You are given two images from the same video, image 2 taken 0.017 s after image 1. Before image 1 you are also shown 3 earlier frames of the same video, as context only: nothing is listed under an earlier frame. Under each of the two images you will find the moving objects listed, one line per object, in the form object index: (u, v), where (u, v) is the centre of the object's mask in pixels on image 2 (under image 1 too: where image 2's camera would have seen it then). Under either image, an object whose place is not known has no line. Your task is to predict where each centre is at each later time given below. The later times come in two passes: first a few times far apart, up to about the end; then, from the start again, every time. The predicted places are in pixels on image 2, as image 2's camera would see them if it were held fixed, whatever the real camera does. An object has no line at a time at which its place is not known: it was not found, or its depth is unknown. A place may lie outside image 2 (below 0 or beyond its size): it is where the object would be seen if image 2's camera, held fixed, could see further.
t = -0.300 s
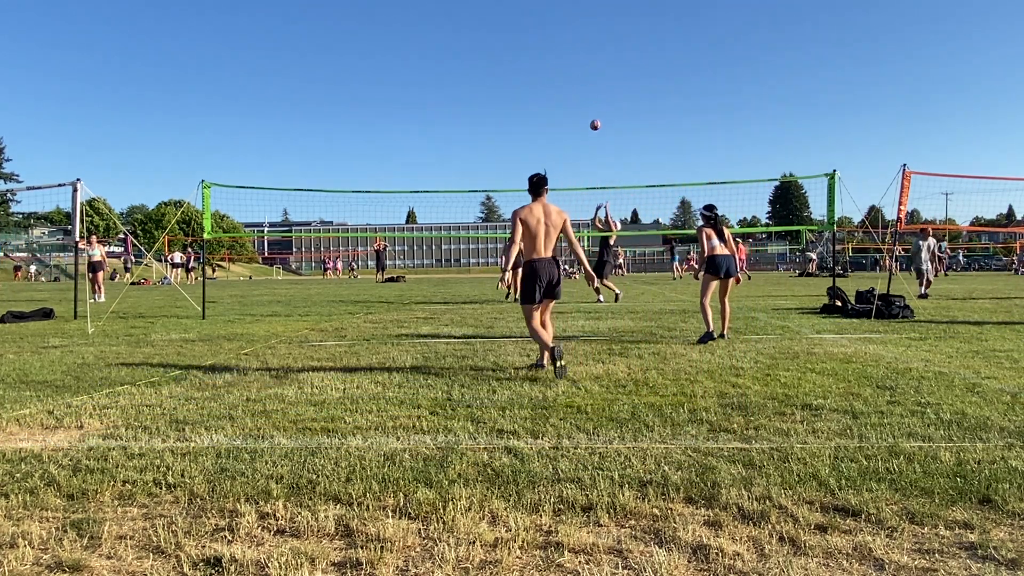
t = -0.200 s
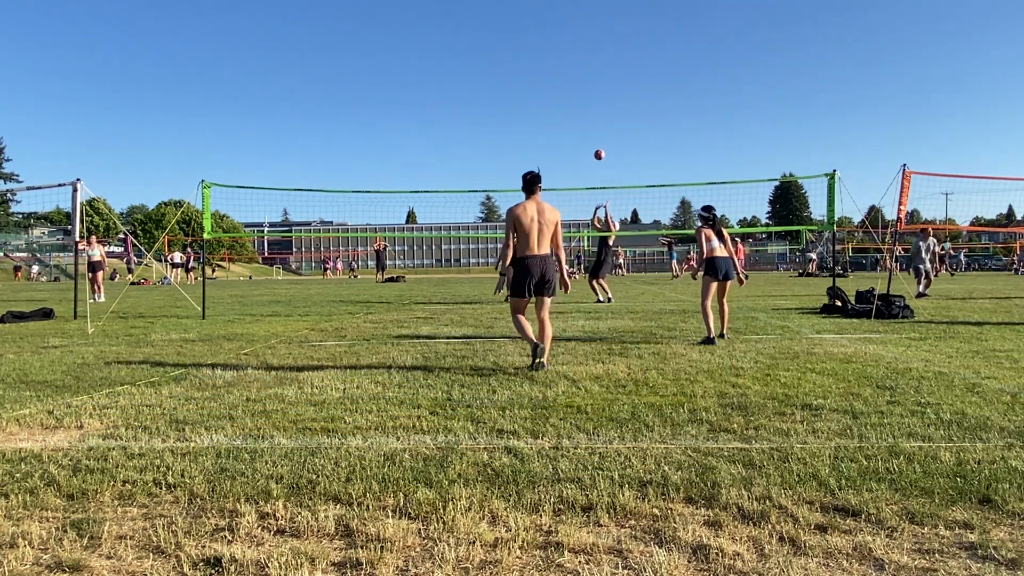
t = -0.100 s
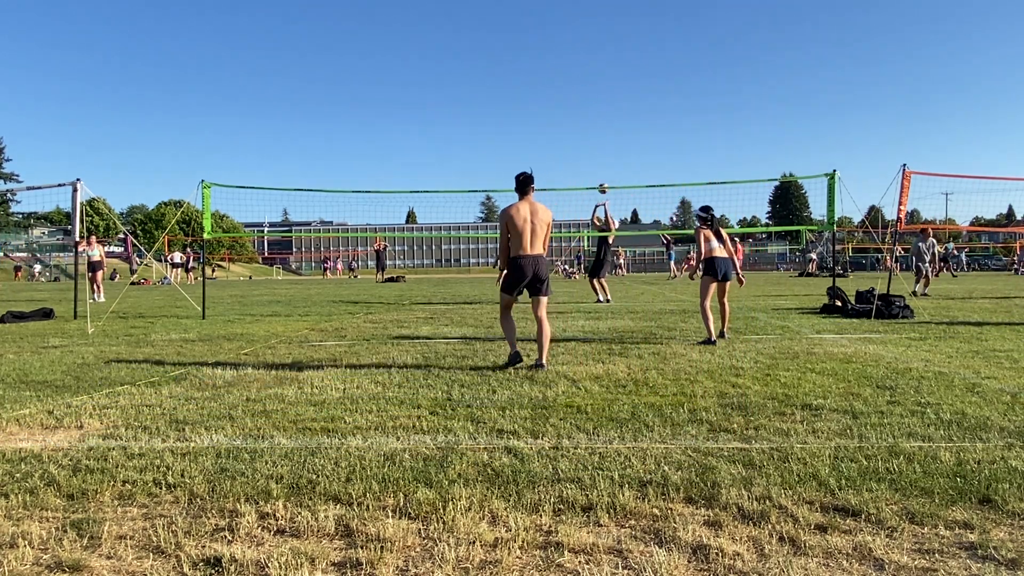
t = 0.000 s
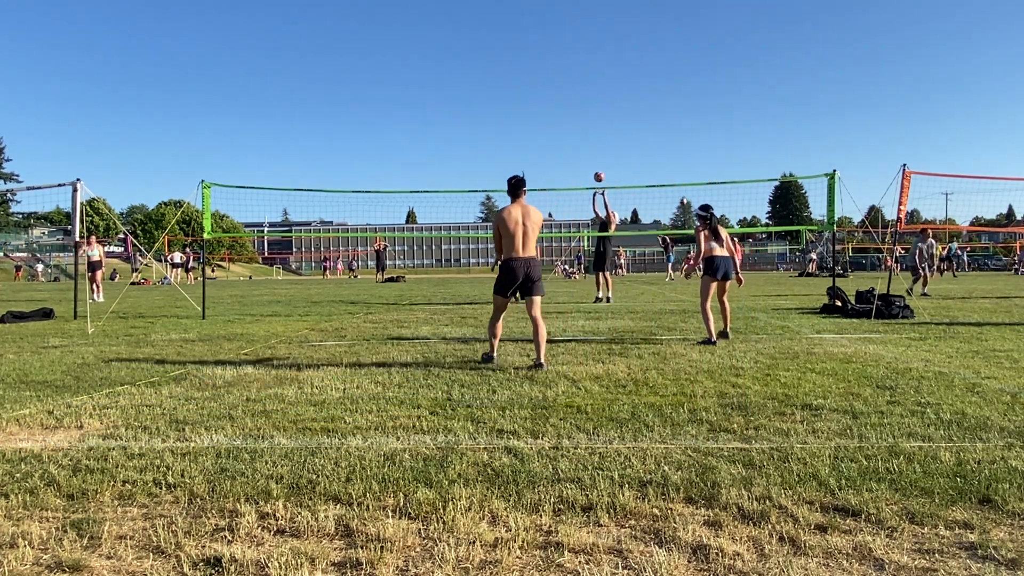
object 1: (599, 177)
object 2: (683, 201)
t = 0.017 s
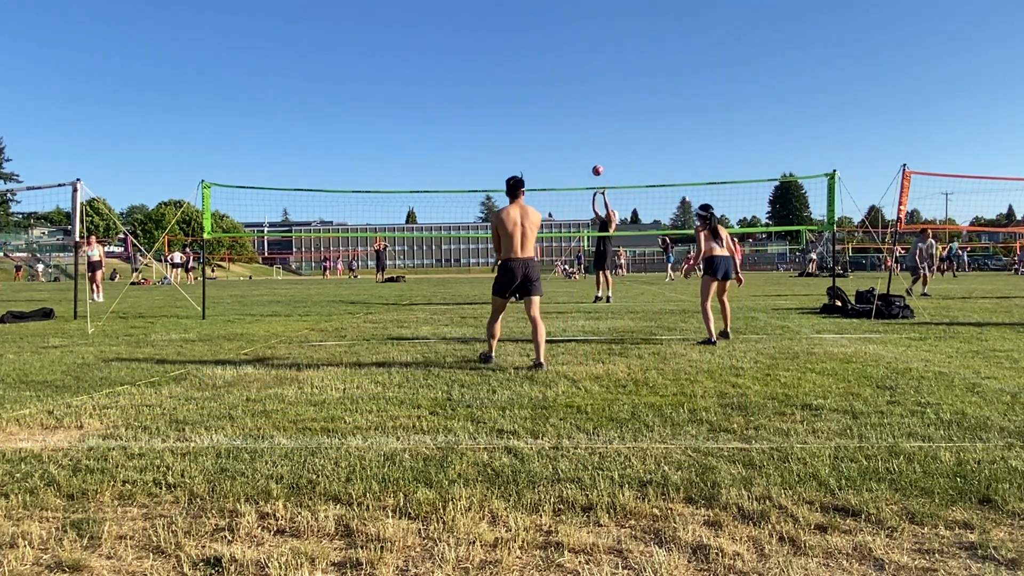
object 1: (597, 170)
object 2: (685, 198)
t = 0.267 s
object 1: (571, 91)
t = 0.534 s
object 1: (542, 40)
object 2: (742, 155)
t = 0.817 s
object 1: (509, 24)
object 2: (778, 169)
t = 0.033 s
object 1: (595, 164)
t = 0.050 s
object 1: (594, 158)
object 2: (687, 194)
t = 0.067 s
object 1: (592, 152)
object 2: (689, 191)
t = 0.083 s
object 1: (591, 147)
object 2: (691, 189)
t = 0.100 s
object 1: (589, 141)
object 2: (694, 187)
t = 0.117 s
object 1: (587, 135)
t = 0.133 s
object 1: (585, 130)
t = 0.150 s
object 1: (584, 125)
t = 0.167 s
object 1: (582, 120)
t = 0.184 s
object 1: (580, 115)
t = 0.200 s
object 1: (578, 110)
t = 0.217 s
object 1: (577, 105)
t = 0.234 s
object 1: (575, 100)
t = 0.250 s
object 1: (573, 96)
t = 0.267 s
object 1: (571, 91)
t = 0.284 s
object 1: (569, 87)
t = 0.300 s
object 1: (568, 83)
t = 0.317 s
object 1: (566, 79)
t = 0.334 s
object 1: (564, 75)
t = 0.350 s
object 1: (562, 71)
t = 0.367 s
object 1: (560, 68)
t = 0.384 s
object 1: (558, 65)
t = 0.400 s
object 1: (557, 61)
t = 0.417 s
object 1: (555, 58)
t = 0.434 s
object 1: (553, 55)
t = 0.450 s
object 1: (551, 52)
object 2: (731, 157)
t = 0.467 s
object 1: (549, 49)
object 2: (734, 157)
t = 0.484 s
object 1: (547, 47)
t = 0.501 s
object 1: (546, 44)
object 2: (738, 156)
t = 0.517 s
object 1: (544, 42)
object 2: (740, 156)
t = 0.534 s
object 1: (542, 40)
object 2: (742, 155)
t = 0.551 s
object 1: (540, 38)
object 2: (745, 156)
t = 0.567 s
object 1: (538, 36)
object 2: (747, 156)
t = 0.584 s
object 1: (536, 34)
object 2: (749, 156)
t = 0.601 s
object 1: (535, 32)
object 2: (751, 157)
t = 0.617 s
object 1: (533, 31)
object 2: (753, 157)
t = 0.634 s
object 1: (531, 29)
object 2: (755, 157)
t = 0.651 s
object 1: (529, 28)
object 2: (758, 158)
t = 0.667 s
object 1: (527, 27)
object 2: (760, 158)
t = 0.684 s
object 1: (525, 26)
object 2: (761, 159)
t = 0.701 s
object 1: (523, 25)
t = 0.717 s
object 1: (521, 25)
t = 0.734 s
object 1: (519, 24)
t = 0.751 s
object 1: (517, 24)
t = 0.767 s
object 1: (515, 24)
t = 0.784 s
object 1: (513, 23)
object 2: (774, 166)
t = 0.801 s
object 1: (511, 24)
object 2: (776, 167)
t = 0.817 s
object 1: (509, 24)
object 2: (778, 169)
